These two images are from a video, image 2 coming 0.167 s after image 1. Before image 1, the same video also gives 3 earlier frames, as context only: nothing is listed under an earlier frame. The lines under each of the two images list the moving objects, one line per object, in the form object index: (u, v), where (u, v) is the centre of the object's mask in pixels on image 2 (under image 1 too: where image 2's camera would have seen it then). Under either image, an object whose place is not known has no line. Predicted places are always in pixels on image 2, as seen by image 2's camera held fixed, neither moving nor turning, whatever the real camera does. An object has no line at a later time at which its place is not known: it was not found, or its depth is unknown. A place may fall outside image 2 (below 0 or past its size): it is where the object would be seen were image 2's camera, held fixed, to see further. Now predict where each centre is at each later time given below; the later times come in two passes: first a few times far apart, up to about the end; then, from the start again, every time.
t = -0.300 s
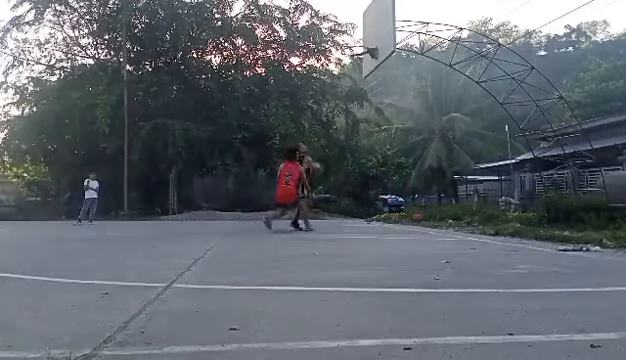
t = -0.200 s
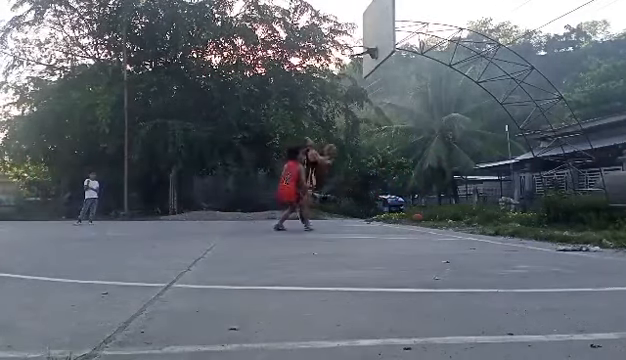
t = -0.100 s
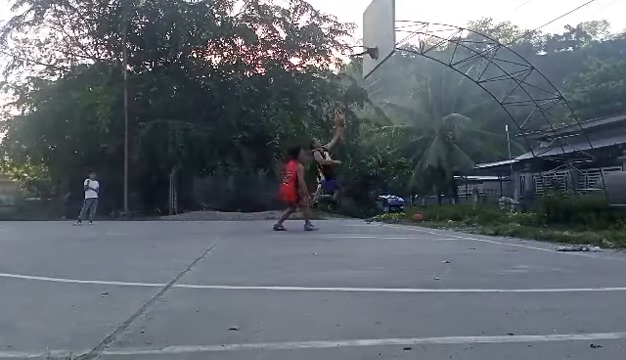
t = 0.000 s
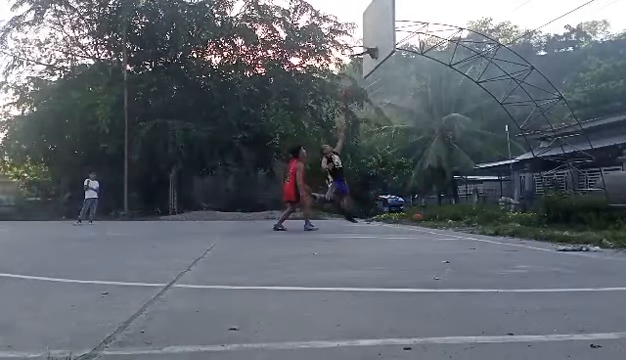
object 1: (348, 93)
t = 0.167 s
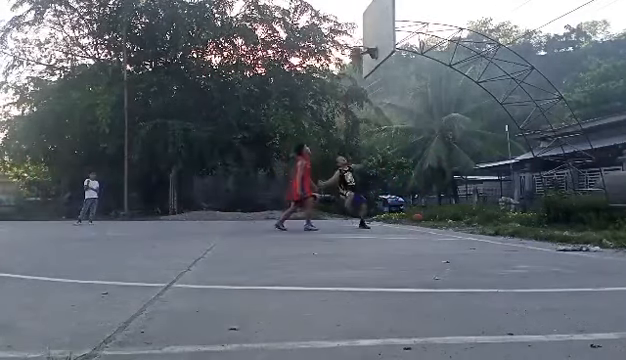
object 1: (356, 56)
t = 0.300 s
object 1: (365, 32)
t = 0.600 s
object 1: (372, 19)
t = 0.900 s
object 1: (379, 62)
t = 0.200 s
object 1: (358, 48)
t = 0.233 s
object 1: (361, 41)
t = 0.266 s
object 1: (363, 37)
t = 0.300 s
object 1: (365, 32)
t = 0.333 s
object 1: (367, 29)
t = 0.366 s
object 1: (369, 25)
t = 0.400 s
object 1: (369, 22)
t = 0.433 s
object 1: (370, 20)
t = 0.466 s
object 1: (370, 19)
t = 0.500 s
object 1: (370, 18)
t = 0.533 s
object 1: (371, 18)
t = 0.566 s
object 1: (372, 18)
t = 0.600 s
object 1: (372, 19)
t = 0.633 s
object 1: (373, 21)
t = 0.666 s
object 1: (374, 23)
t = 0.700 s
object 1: (374, 27)
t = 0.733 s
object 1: (375, 31)
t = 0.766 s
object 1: (376, 35)
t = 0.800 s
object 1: (376, 41)
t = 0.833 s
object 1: (377, 46)
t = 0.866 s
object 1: (377, 54)
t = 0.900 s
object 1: (379, 62)
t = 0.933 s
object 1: (380, 71)
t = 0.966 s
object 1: (380, 81)
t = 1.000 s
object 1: (381, 90)
